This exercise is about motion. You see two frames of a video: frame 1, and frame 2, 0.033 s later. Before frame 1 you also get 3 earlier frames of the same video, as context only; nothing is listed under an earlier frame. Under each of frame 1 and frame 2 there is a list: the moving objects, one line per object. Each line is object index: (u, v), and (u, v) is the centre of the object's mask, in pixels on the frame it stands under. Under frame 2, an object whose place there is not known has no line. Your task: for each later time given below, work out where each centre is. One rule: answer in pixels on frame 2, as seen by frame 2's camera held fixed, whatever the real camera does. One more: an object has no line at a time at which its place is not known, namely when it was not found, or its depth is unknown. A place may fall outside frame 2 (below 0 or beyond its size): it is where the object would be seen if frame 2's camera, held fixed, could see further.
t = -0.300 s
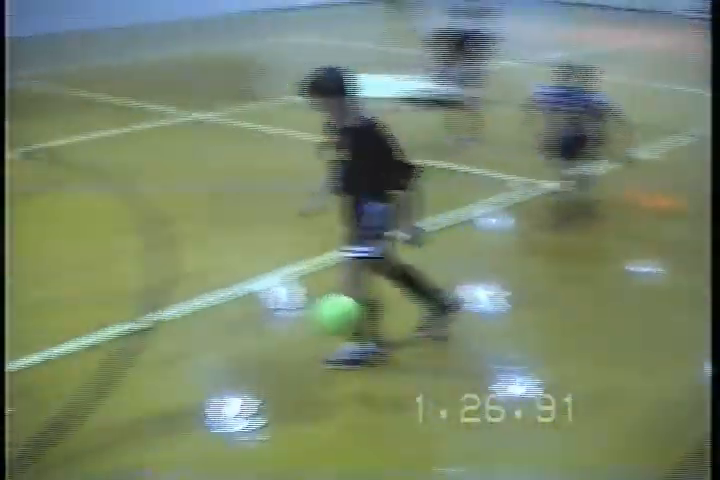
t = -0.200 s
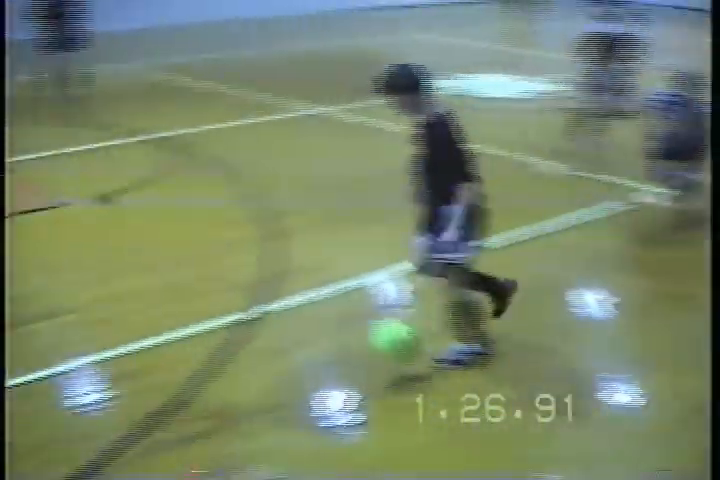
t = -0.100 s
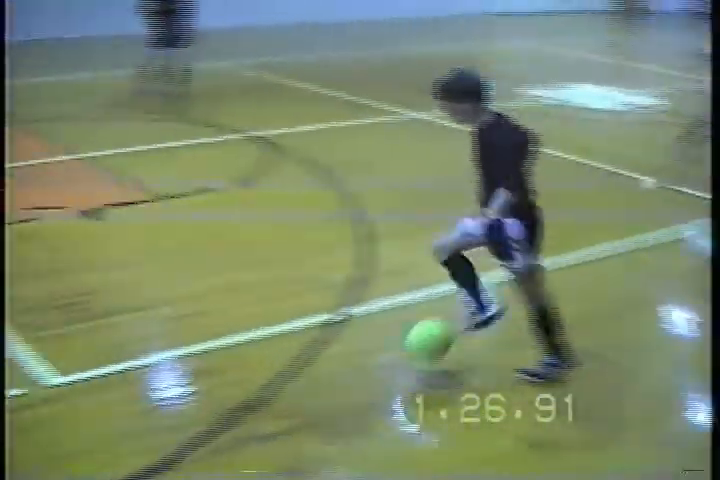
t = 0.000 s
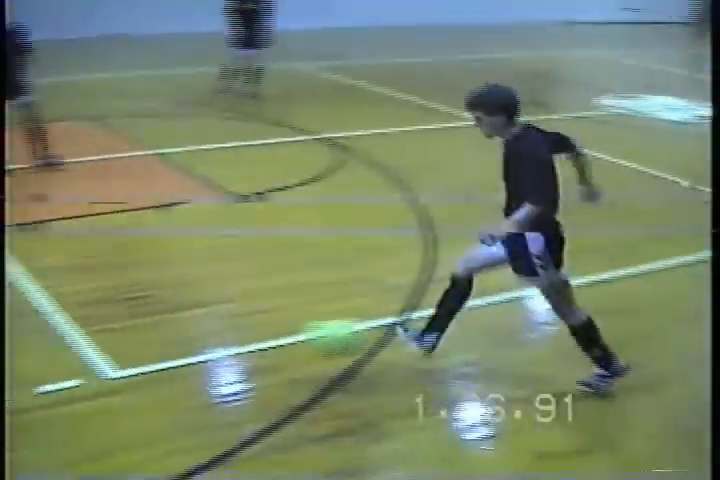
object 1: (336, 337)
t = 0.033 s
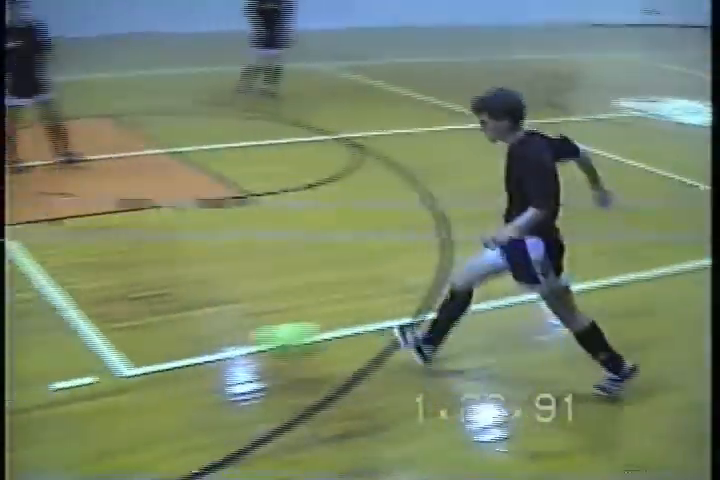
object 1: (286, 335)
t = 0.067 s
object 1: (225, 342)
